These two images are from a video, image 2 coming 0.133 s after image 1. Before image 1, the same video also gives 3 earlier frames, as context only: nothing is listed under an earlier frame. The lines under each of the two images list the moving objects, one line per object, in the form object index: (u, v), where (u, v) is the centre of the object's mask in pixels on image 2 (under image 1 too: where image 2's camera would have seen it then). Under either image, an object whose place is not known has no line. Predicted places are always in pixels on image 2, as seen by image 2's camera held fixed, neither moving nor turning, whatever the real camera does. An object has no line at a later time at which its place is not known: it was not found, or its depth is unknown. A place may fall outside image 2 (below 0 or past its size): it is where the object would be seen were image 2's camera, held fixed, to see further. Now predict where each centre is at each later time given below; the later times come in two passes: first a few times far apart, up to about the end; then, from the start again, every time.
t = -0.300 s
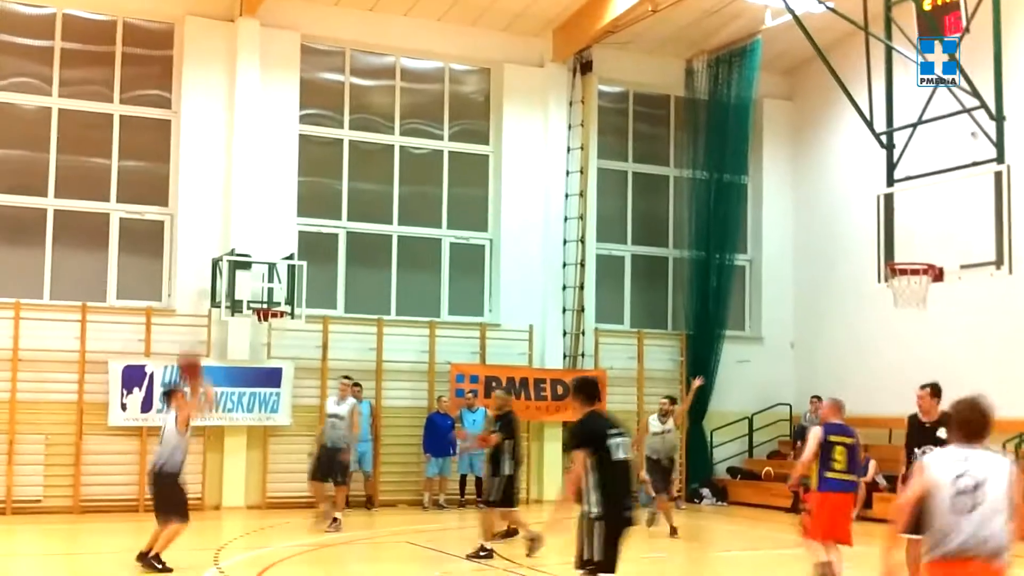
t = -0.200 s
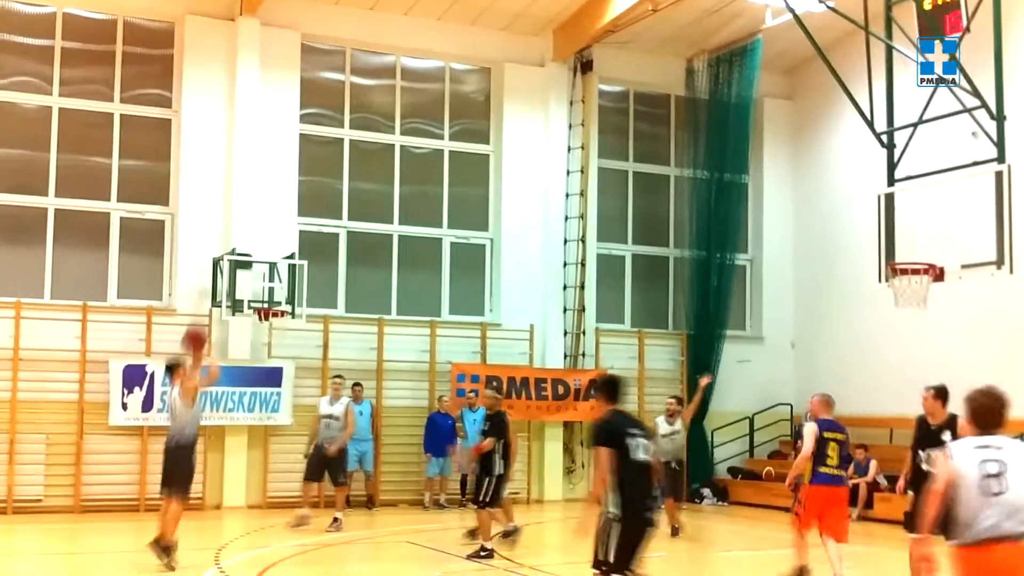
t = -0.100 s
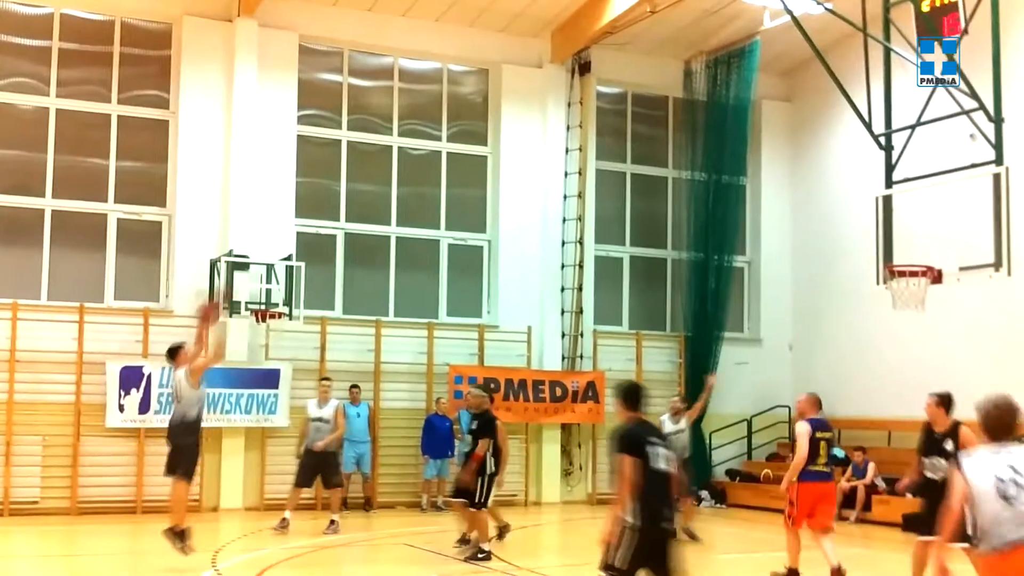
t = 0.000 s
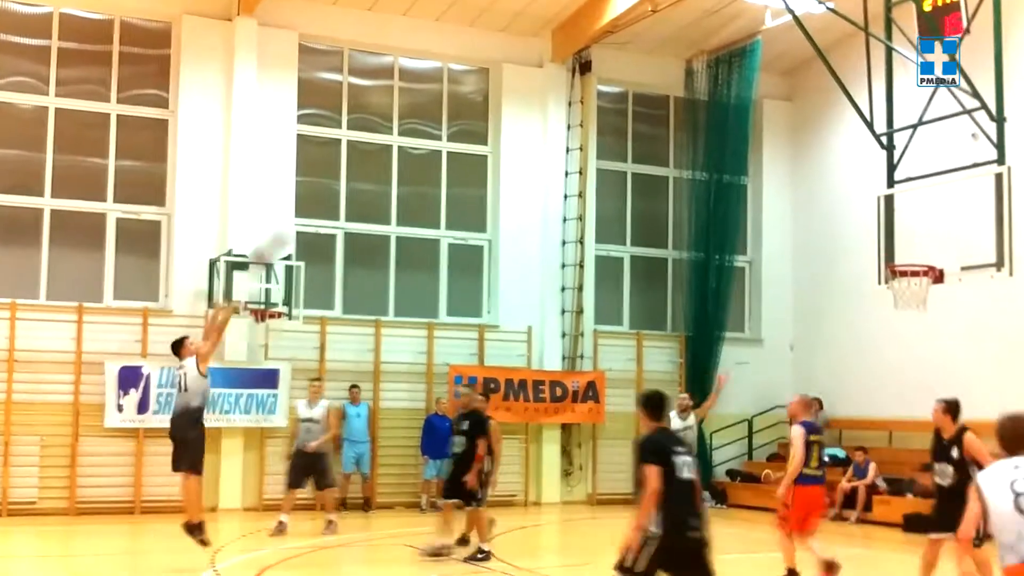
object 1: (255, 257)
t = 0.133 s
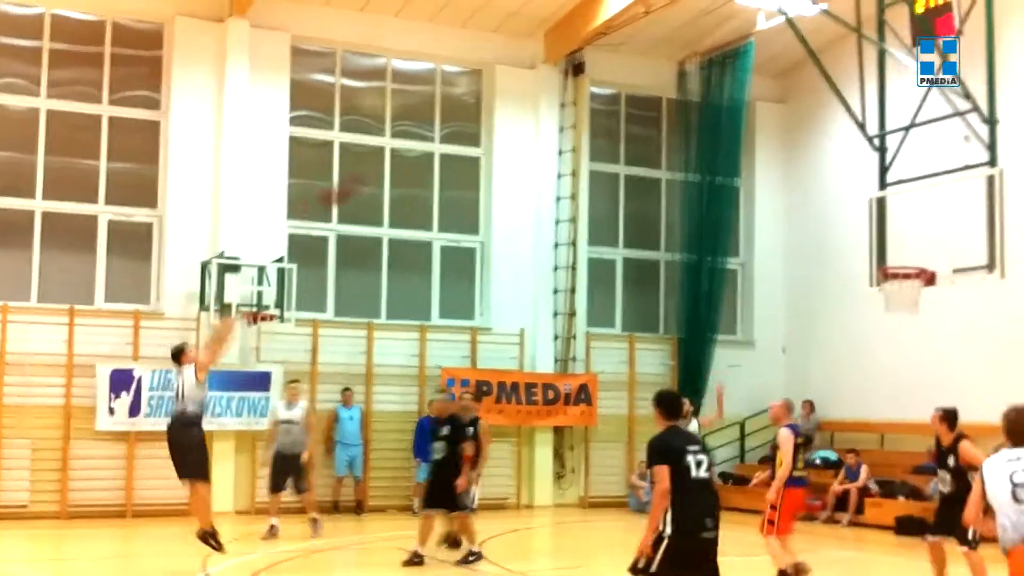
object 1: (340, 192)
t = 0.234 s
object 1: (402, 155)
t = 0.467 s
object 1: (535, 108)
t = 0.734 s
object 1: (685, 116)
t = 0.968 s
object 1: (818, 183)
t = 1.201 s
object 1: (890, 291)
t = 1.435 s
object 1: (853, 289)
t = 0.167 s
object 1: (362, 177)
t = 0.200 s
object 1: (375, 168)
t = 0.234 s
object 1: (402, 155)
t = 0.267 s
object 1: (418, 146)
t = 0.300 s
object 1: (441, 137)
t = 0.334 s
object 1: (459, 130)
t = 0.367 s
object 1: (478, 122)
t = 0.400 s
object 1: (498, 116)
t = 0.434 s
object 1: (517, 111)
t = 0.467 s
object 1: (535, 108)
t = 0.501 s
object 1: (555, 106)
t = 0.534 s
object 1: (572, 104)
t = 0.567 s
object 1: (592, 103)
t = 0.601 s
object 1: (608, 104)
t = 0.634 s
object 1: (626, 105)
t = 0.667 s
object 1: (647, 108)
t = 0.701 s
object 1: (666, 110)
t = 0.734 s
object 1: (685, 116)
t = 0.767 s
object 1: (702, 121)
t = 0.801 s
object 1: (722, 128)
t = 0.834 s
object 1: (744, 138)
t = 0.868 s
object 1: (761, 146)
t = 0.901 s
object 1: (781, 156)
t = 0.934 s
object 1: (798, 169)
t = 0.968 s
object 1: (818, 183)
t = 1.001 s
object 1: (836, 196)
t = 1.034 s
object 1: (855, 209)
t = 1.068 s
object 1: (871, 223)
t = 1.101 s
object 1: (889, 237)
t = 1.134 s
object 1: (909, 255)
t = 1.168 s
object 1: (921, 262)
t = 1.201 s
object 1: (890, 291)
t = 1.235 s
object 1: (878, 292)
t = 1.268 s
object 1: (871, 291)
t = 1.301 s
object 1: (865, 288)
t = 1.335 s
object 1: (862, 287)
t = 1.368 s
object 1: (859, 286)
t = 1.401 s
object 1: (856, 287)
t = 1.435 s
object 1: (853, 289)
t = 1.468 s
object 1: (850, 291)
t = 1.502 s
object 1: (847, 294)
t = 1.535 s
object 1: (843, 299)
